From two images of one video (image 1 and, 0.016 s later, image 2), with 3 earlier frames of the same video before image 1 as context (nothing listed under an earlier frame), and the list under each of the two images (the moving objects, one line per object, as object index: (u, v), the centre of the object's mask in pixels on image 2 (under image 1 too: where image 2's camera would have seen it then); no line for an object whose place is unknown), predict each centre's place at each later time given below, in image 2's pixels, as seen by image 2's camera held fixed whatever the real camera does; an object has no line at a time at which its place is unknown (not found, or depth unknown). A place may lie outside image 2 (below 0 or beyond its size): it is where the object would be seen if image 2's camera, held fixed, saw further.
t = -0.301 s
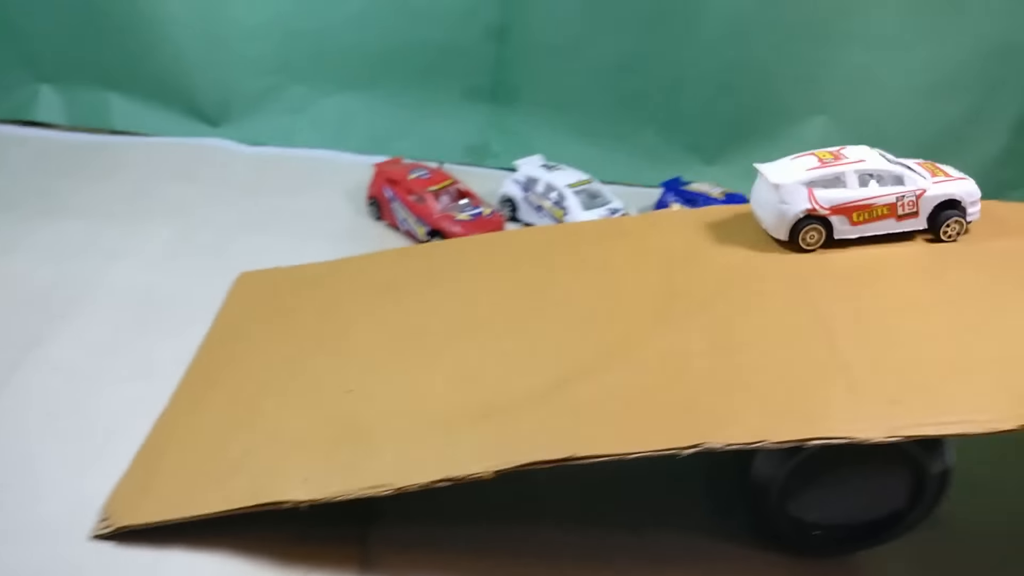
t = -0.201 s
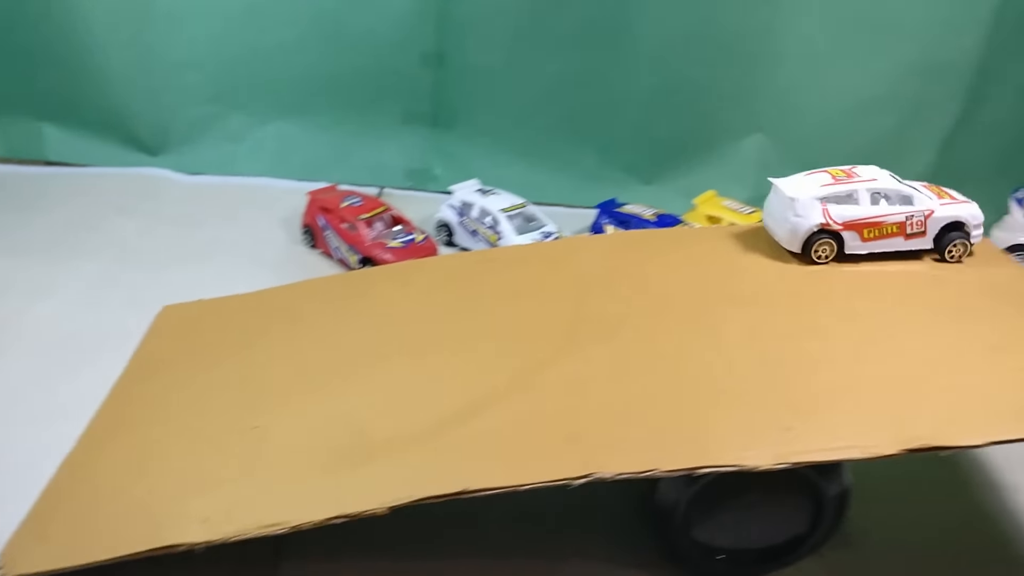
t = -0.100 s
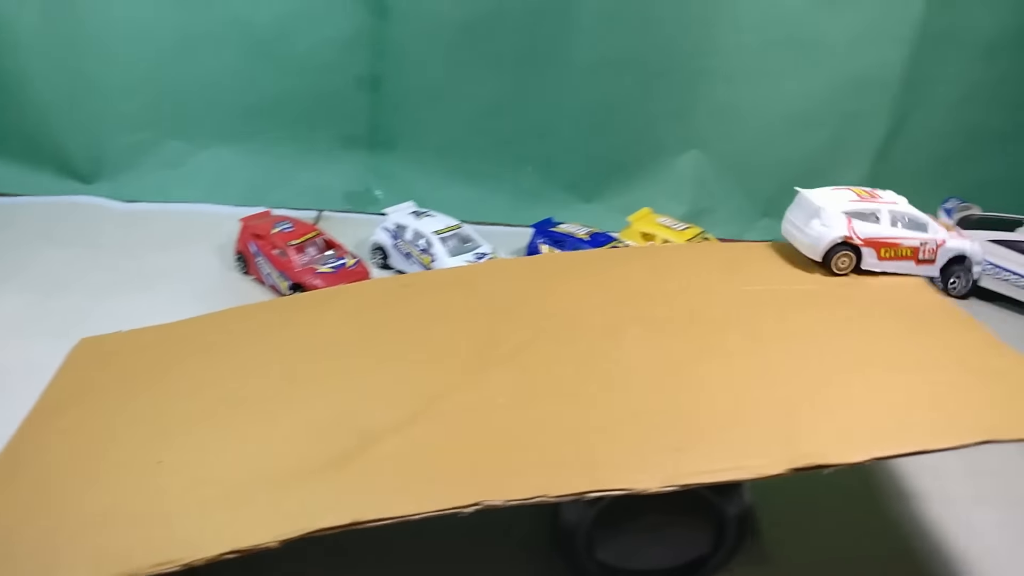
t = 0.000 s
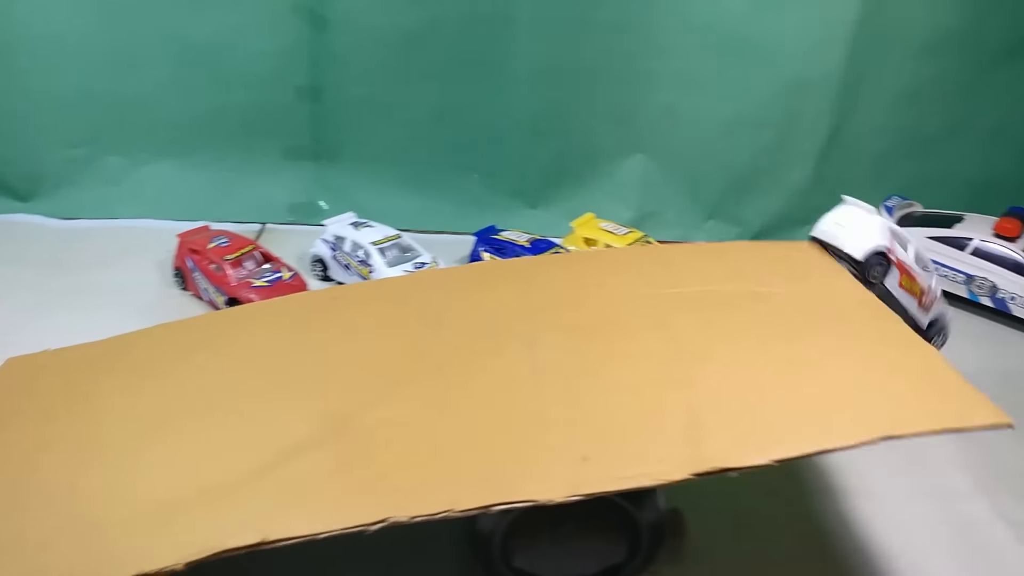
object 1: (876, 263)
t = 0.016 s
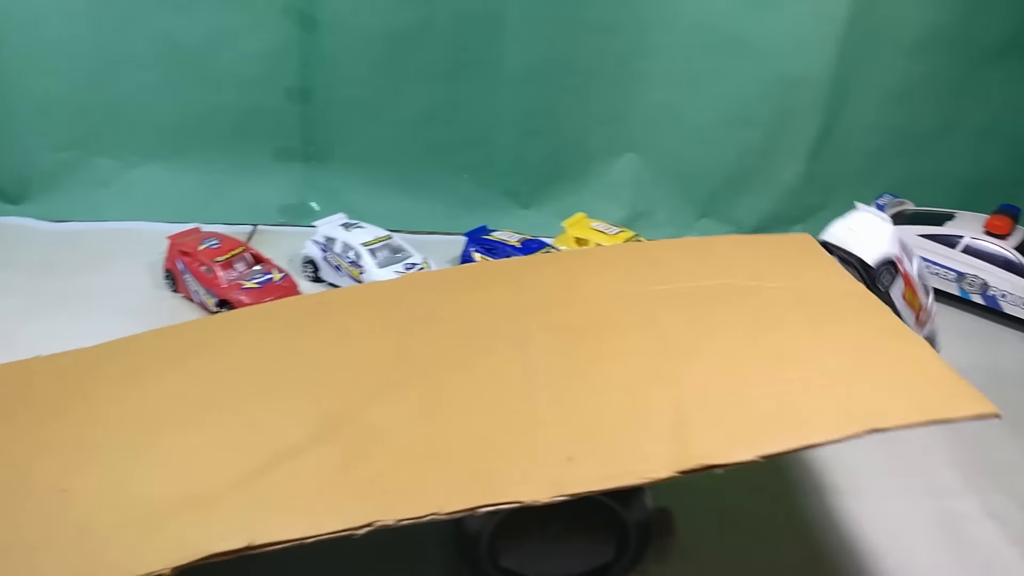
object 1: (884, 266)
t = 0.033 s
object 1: (894, 273)
